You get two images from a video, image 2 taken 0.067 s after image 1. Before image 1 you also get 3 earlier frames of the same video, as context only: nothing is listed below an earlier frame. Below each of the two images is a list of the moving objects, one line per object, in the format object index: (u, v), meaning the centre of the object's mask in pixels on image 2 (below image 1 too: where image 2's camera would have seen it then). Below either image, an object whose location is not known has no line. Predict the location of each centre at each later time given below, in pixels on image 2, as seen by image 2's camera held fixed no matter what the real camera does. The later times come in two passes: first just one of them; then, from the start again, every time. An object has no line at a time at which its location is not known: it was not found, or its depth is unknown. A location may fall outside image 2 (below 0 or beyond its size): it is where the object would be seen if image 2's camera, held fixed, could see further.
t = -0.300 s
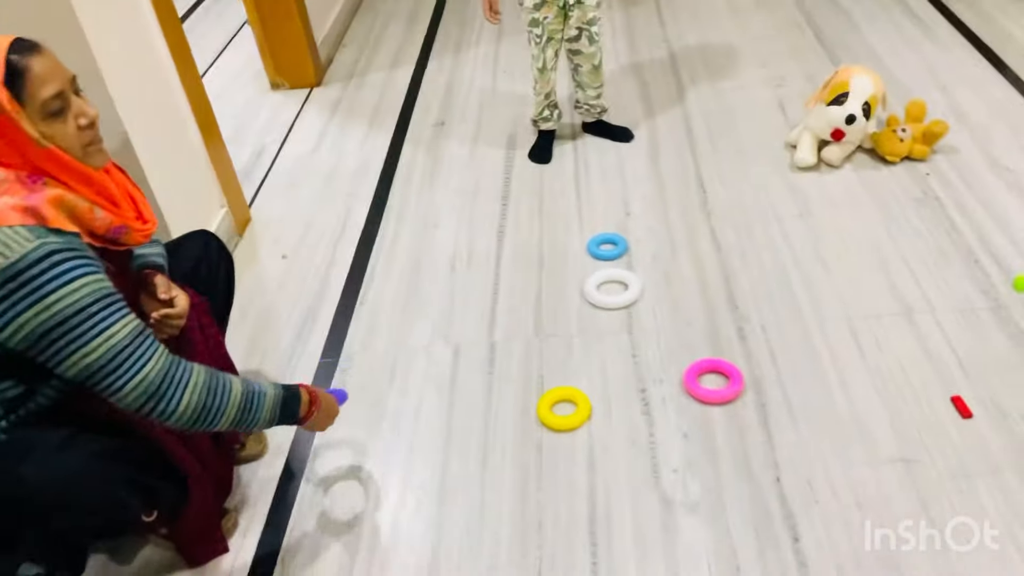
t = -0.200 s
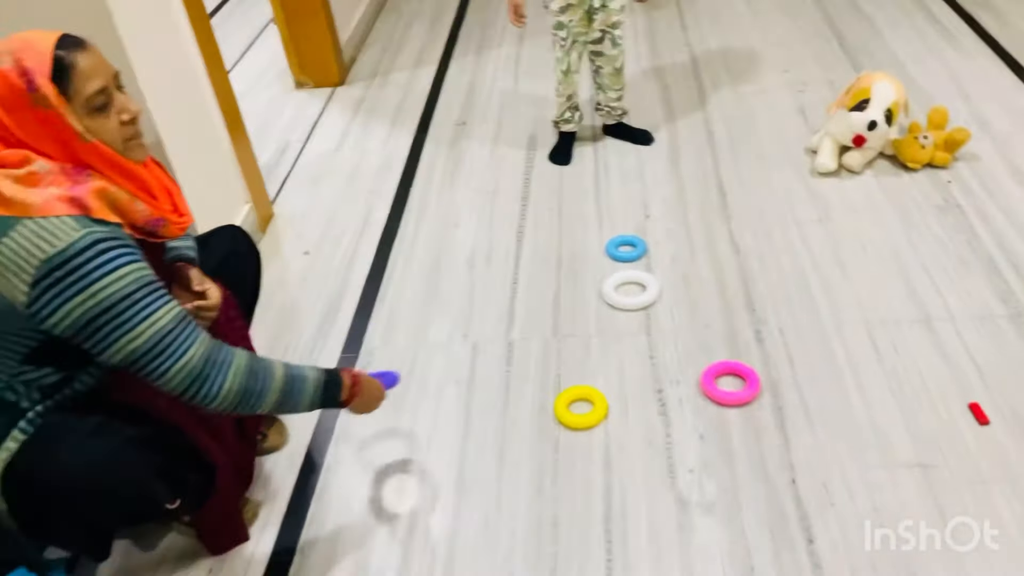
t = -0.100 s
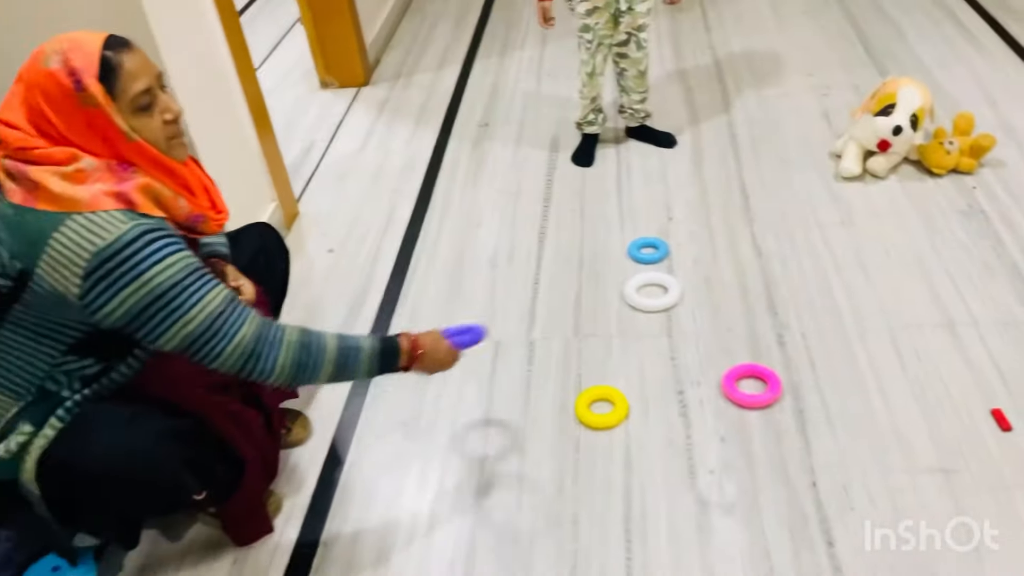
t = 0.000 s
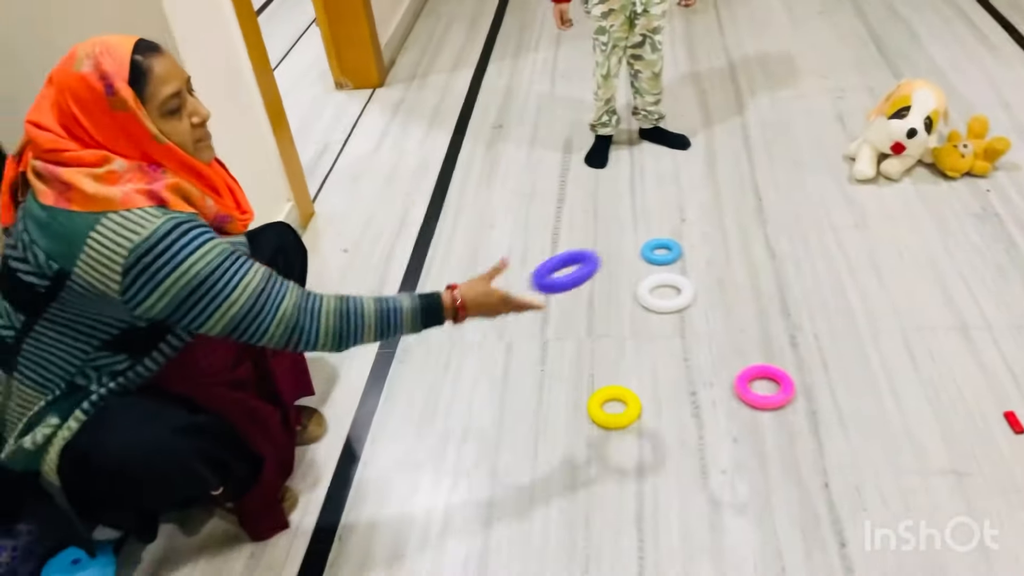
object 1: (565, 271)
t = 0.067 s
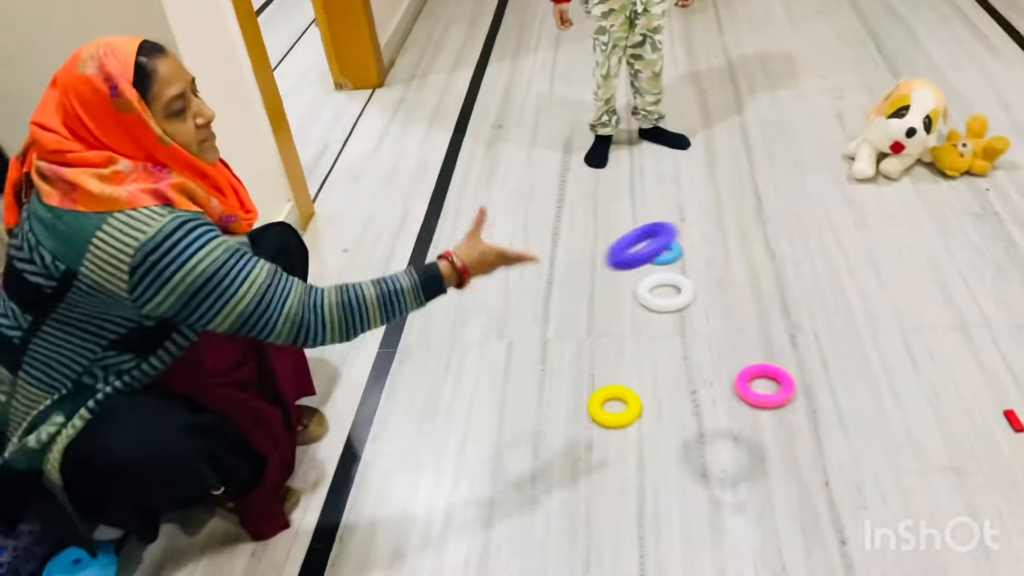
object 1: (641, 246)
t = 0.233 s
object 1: (841, 273)
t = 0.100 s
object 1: (680, 241)
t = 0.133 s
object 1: (722, 240)
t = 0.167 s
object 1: (762, 246)
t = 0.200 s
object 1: (802, 257)
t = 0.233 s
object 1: (841, 273)
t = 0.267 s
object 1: (879, 294)
